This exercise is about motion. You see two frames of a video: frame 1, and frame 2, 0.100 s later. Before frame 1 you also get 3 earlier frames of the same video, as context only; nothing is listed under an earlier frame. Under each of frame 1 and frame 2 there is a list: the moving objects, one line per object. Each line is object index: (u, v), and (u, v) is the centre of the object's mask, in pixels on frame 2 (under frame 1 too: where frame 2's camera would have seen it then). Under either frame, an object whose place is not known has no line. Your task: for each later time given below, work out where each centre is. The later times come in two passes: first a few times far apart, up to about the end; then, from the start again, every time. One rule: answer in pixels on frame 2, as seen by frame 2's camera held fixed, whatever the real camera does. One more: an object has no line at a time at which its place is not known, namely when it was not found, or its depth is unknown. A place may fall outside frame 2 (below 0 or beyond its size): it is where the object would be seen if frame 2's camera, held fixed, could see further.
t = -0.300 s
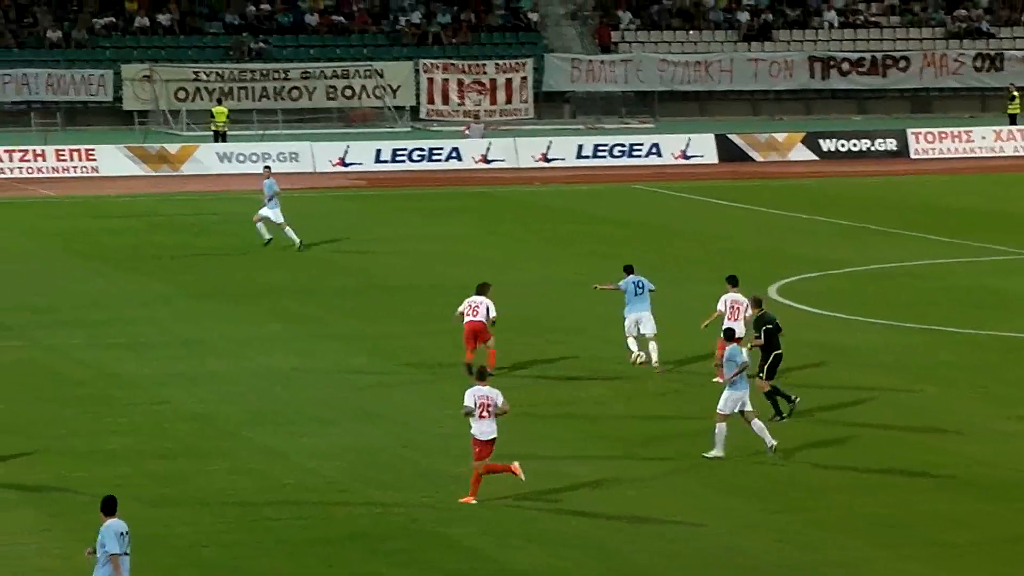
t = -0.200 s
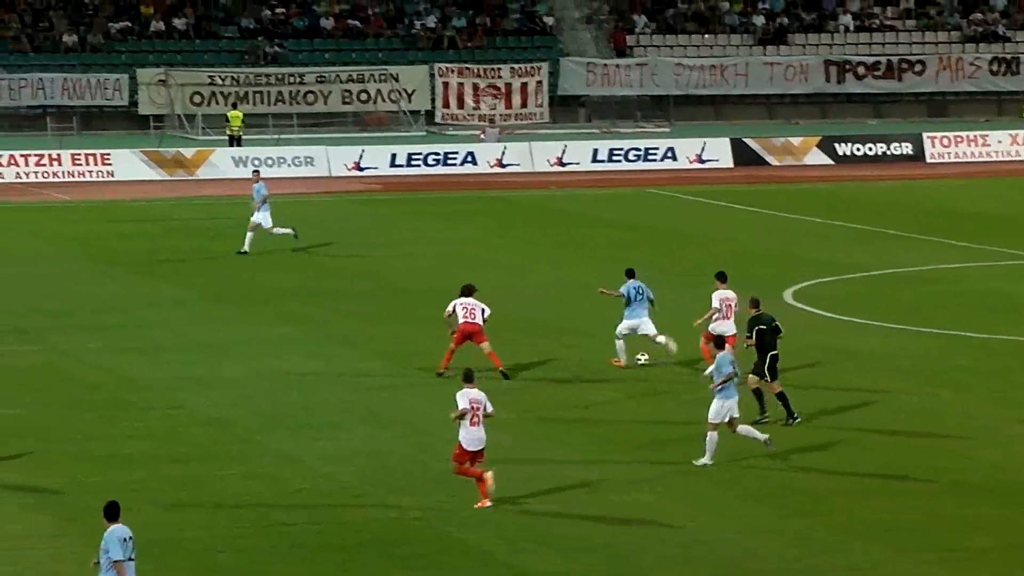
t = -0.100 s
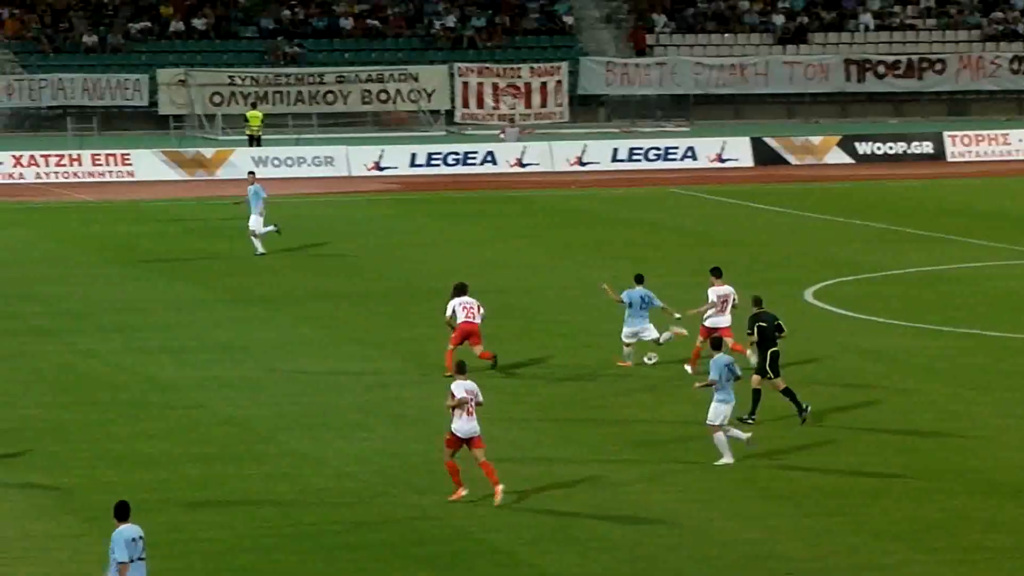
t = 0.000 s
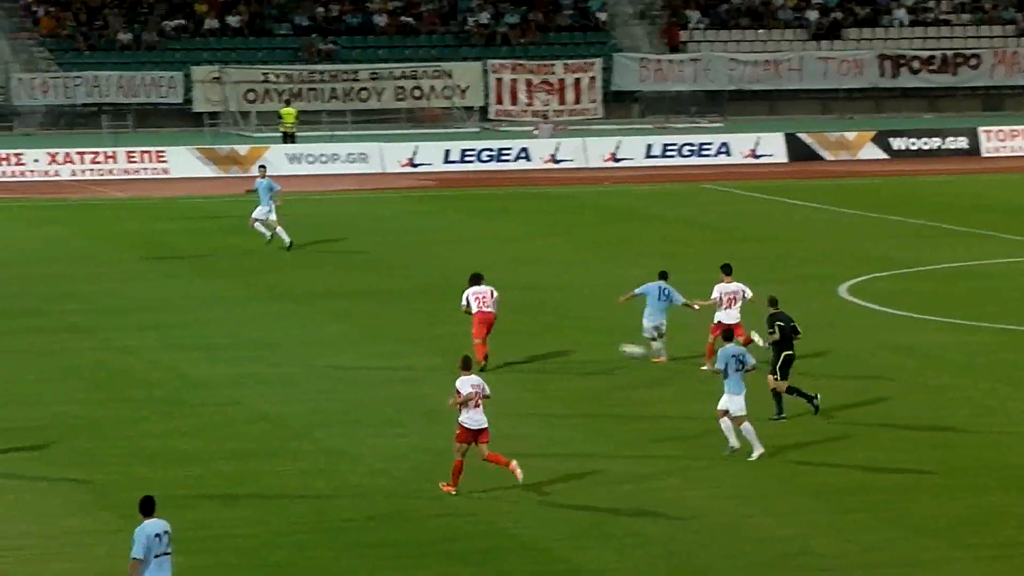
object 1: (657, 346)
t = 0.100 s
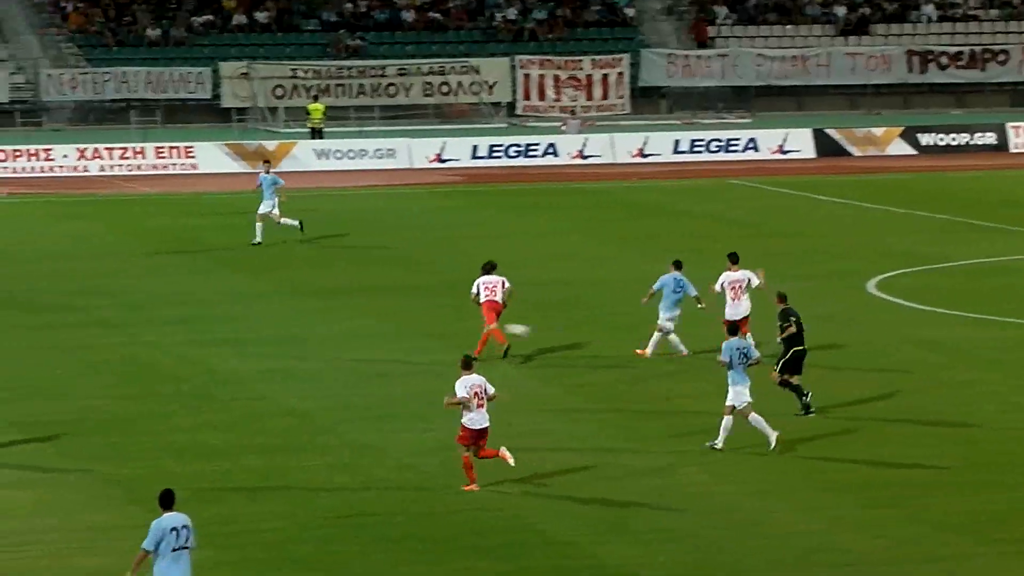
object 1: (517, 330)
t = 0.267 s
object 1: (297, 328)
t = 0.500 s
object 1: (33, 321)
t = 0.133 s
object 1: (468, 327)
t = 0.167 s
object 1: (426, 326)
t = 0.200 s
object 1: (381, 325)
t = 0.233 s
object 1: (340, 325)
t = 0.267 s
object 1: (297, 328)
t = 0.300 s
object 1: (257, 332)
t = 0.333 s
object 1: (216, 335)
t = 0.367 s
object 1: (178, 331)
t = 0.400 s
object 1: (143, 326)
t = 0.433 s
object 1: (107, 324)
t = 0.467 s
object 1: (69, 323)
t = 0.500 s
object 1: (33, 321)
